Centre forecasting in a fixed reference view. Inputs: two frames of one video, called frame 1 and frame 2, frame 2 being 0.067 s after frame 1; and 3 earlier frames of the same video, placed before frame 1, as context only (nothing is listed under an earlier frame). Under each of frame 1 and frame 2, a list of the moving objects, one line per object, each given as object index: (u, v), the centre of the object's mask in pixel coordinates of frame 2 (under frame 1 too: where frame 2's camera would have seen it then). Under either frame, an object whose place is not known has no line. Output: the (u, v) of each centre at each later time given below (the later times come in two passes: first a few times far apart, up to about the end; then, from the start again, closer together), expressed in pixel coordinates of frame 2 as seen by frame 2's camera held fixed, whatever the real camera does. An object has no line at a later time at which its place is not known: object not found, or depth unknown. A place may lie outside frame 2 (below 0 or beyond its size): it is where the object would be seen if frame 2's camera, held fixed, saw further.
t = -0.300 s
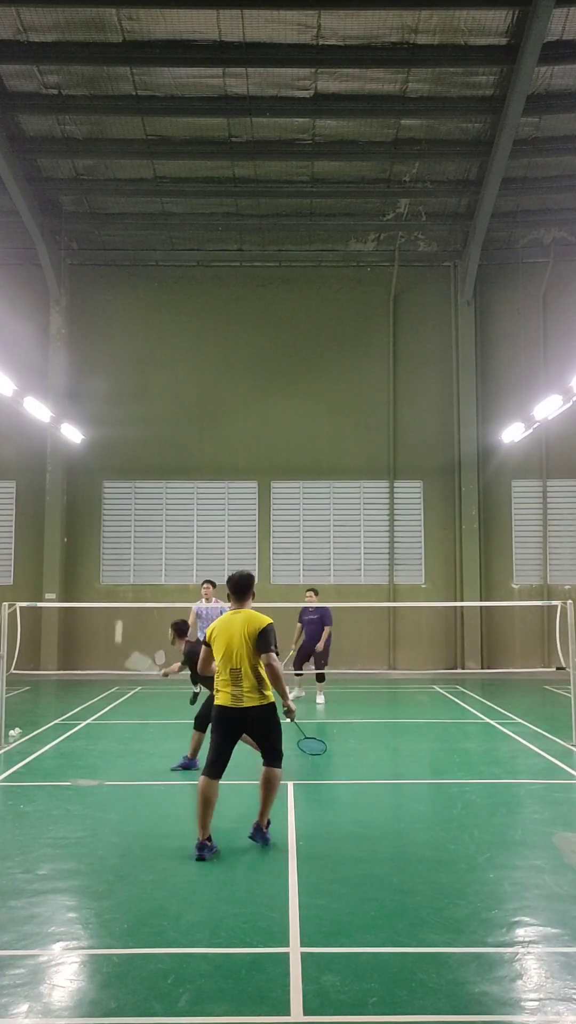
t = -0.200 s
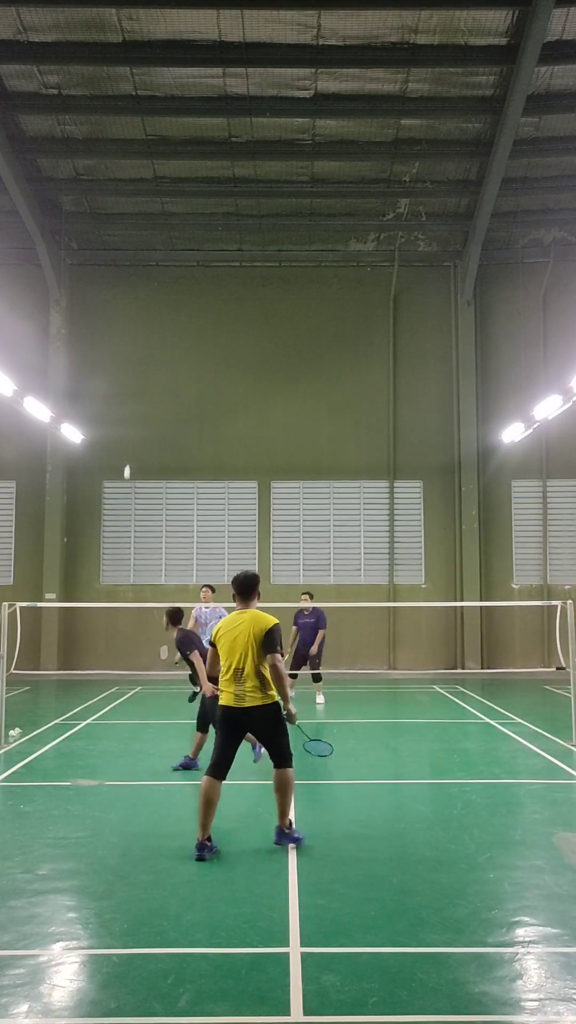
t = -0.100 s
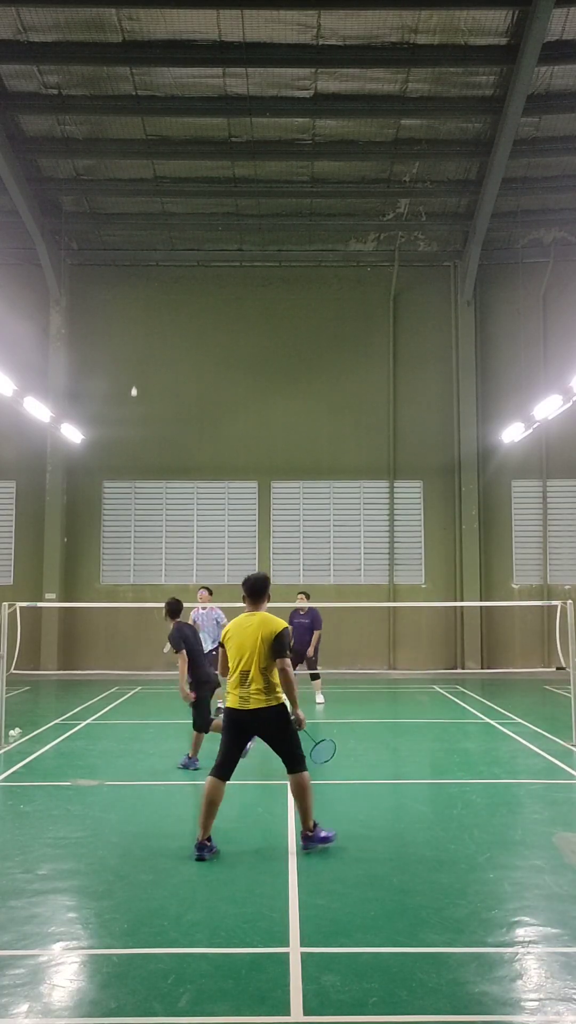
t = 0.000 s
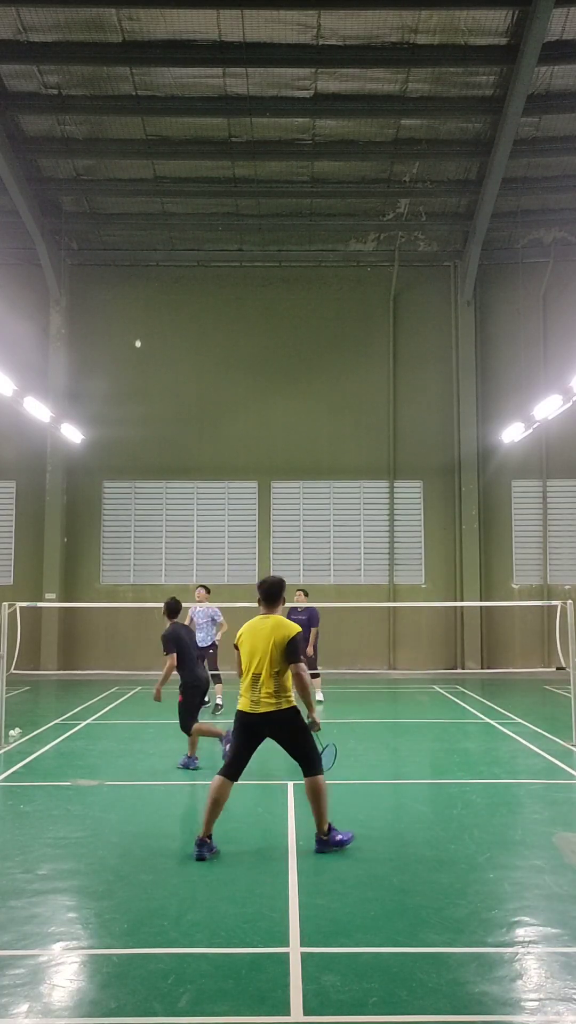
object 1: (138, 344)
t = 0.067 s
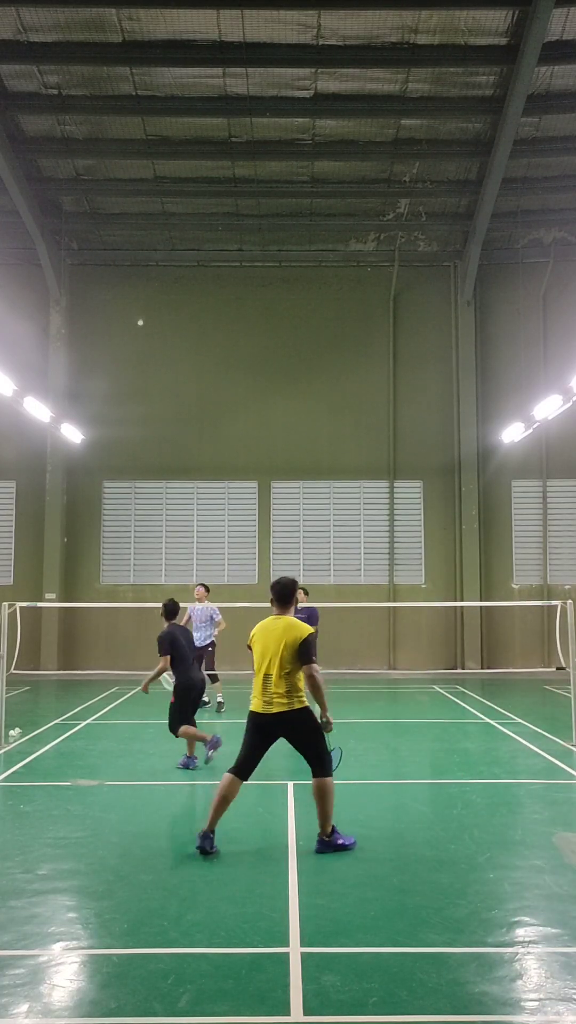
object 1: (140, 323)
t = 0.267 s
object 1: (145, 290)
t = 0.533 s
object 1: (151, 292)
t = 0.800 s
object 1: (160, 332)
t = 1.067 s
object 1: (166, 399)
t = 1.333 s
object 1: (170, 479)
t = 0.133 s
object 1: (142, 307)
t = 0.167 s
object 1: (143, 301)
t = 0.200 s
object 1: (144, 296)
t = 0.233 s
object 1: (145, 292)
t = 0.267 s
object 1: (145, 290)
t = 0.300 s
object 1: (146, 287)
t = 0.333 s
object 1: (147, 286)
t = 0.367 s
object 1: (147, 286)
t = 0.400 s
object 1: (148, 286)
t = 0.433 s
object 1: (148, 286)
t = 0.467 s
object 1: (149, 287)
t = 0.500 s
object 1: (150, 289)
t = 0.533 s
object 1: (151, 292)
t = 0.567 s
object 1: (152, 295)
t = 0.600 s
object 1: (153, 298)
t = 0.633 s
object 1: (154, 303)
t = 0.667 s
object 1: (155, 308)
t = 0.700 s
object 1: (156, 313)
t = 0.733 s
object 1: (157, 319)
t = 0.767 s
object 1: (159, 325)
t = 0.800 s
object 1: (160, 332)
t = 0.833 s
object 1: (161, 339)
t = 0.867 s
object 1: (162, 347)
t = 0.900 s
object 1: (163, 355)
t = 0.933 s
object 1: (164, 363)
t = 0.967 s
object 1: (164, 372)
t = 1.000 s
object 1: (165, 380)
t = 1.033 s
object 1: (166, 389)
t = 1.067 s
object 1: (166, 399)
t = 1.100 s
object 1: (167, 408)
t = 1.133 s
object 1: (167, 418)
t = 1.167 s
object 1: (168, 428)
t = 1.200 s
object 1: (168, 438)
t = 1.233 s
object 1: (169, 448)
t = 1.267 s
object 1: (169, 458)
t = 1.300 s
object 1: (170, 469)
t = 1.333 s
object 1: (170, 479)
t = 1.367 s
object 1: (171, 489)
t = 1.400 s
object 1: (171, 501)
